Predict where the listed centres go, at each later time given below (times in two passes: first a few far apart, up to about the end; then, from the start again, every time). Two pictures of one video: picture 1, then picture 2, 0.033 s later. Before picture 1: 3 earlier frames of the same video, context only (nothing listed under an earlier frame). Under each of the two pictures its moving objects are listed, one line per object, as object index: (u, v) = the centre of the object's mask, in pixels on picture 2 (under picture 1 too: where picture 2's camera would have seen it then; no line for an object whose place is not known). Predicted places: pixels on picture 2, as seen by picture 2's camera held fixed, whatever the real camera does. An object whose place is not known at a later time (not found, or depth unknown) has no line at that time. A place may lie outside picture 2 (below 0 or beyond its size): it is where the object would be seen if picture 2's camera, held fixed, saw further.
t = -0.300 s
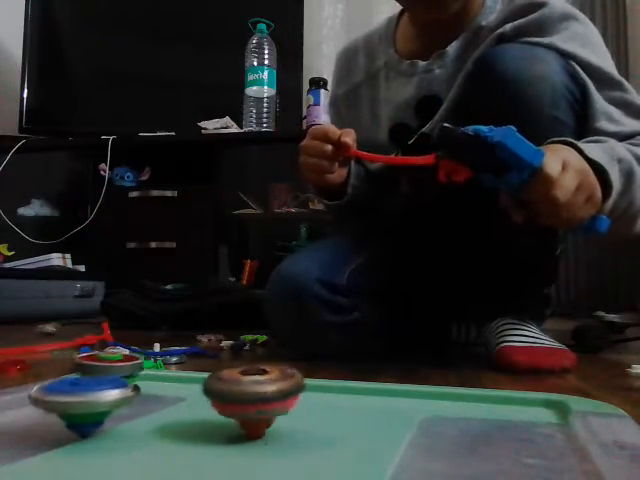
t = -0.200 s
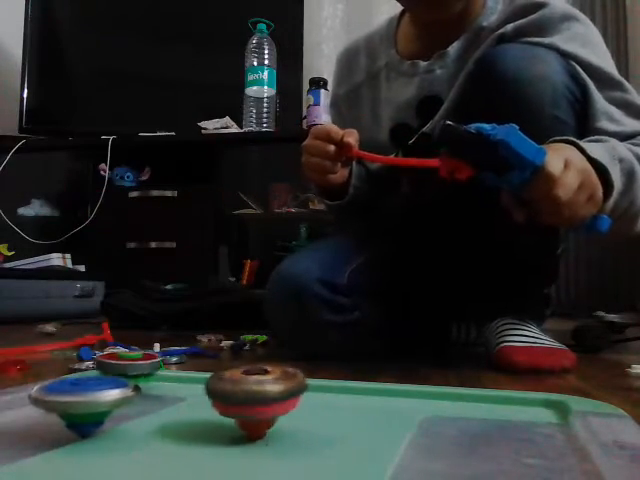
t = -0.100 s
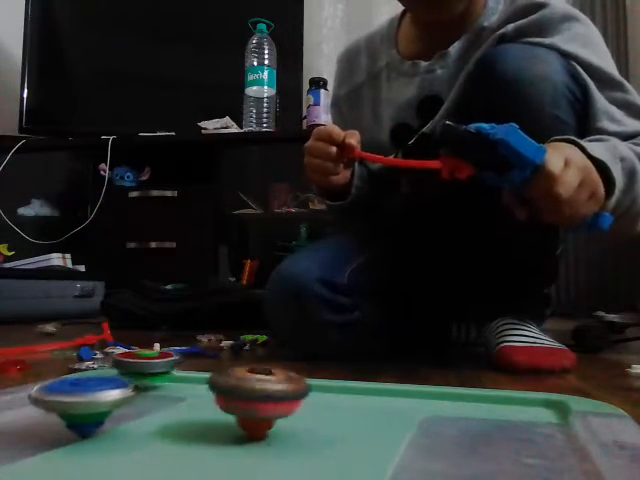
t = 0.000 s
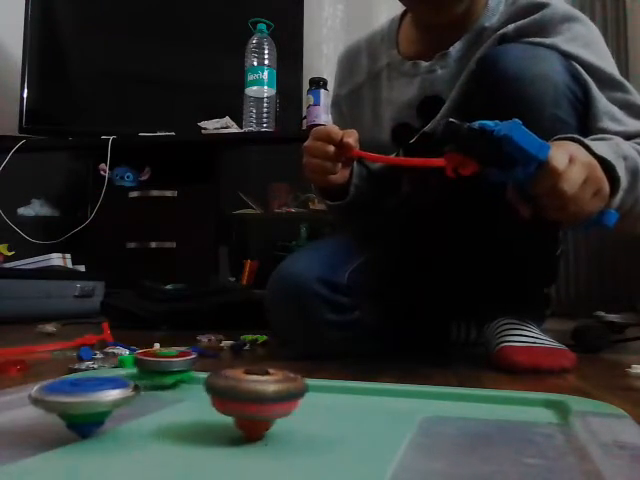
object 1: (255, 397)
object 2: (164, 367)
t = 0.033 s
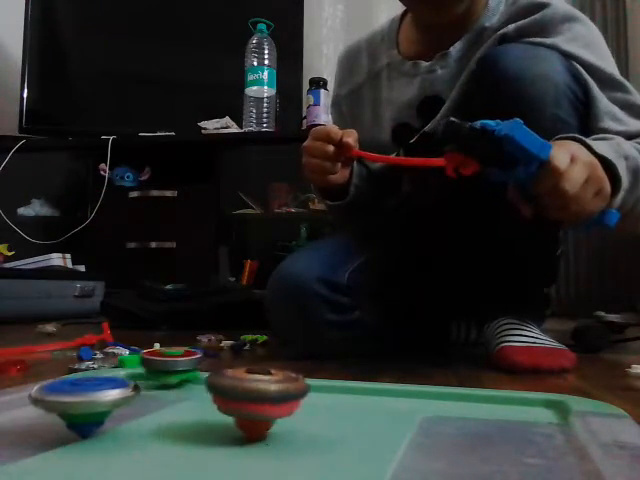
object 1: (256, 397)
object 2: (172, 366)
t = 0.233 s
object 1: (259, 398)
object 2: (189, 365)
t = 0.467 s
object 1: (263, 397)
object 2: (204, 365)
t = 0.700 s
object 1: (258, 397)
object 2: (215, 363)
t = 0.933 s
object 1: (258, 398)
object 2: (216, 365)
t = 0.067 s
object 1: (256, 397)
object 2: (177, 365)
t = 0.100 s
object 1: (256, 397)
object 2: (180, 365)
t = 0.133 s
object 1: (256, 397)
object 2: (182, 365)
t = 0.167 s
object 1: (258, 397)
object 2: (183, 365)
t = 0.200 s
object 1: (259, 398)
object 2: (186, 365)
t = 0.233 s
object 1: (259, 398)
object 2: (189, 365)
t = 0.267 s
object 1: (260, 398)
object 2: (191, 365)
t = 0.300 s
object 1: (260, 397)
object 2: (194, 365)
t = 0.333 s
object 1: (262, 397)
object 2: (195, 365)
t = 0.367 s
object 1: (260, 398)
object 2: (197, 365)
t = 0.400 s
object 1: (260, 397)
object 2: (200, 366)
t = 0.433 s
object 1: (262, 397)
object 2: (203, 365)
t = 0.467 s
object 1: (263, 397)
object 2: (204, 365)
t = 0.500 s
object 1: (261, 396)
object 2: (206, 365)
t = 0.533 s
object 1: (260, 397)
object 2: (207, 366)
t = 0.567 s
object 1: (260, 398)
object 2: (208, 365)
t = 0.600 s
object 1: (262, 397)
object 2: (209, 365)
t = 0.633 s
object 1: (262, 397)
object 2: (212, 363)
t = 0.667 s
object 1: (259, 397)
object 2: (213, 364)
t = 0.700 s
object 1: (258, 397)
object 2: (215, 363)
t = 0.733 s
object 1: (258, 398)
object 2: (215, 363)
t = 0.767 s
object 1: (258, 398)
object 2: (216, 363)
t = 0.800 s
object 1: (258, 397)
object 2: (216, 364)
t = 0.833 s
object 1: (257, 398)
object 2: (216, 364)
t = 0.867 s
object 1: (256, 398)
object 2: (217, 364)
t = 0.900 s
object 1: (257, 398)
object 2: (216, 364)
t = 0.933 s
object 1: (258, 398)
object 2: (216, 365)
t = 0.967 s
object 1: (258, 398)
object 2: (215, 368)
